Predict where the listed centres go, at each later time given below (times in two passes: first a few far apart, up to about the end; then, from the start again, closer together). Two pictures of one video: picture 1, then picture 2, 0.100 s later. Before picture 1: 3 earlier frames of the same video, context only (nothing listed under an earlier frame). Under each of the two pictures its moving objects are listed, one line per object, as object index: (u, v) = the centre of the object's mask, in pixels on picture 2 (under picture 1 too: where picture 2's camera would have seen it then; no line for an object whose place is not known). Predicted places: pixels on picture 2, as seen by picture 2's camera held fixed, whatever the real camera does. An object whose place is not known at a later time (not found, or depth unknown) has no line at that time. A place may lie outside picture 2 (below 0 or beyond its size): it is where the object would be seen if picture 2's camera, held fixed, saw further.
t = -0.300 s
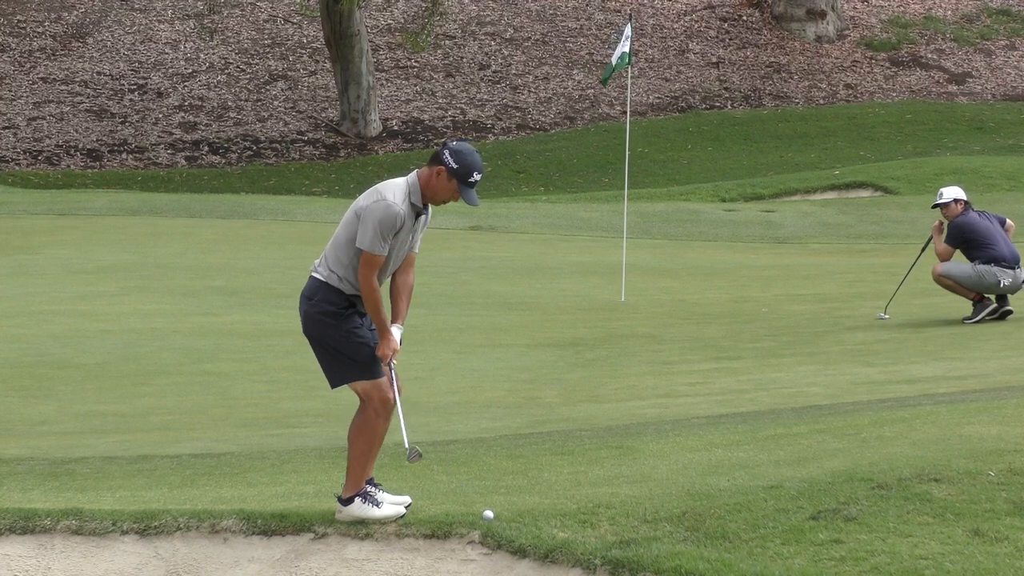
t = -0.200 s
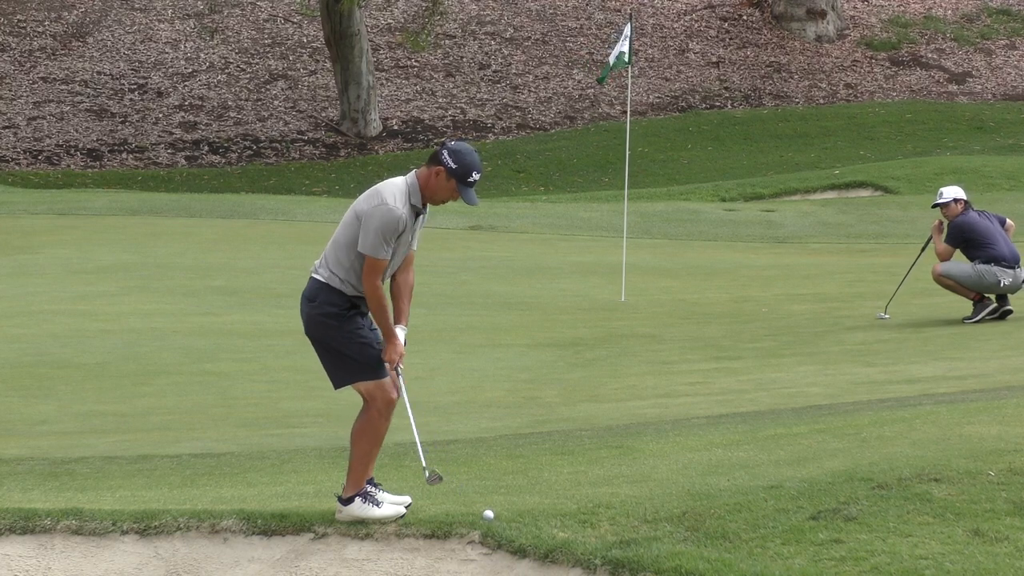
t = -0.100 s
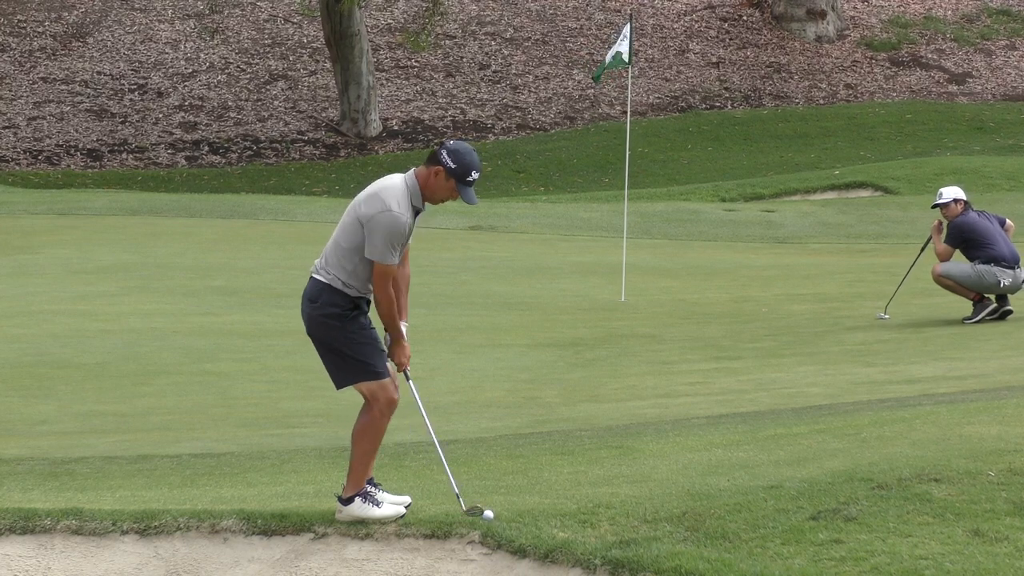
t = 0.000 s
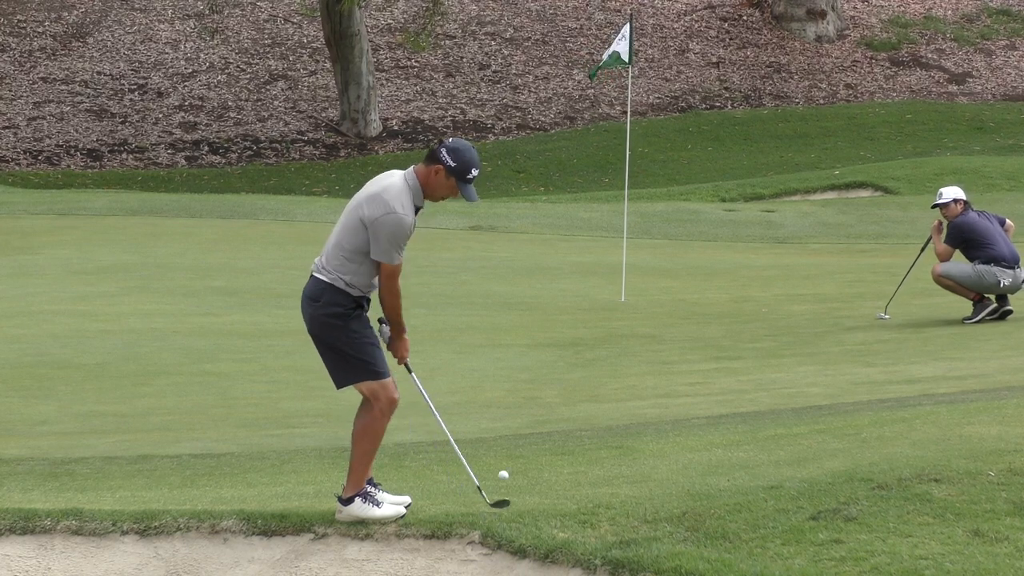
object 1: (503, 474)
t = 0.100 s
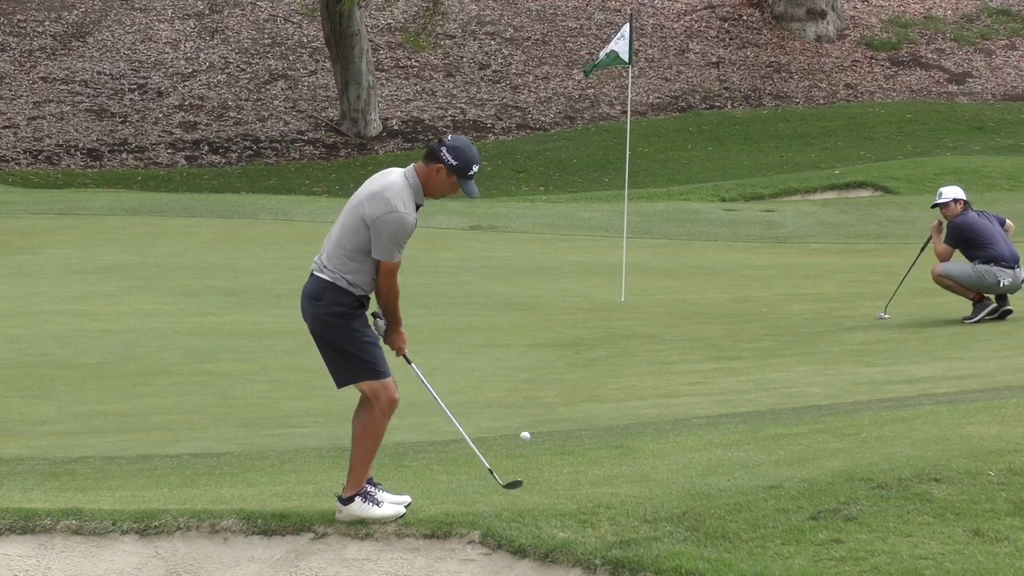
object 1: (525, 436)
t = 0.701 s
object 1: (611, 410)
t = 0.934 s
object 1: (624, 402)
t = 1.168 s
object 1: (631, 393)
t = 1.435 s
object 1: (637, 382)
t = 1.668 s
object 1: (641, 373)
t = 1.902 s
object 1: (644, 364)
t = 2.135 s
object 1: (646, 357)
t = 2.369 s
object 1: (647, 350)
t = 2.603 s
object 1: (648, 343)
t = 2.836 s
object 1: (649, 337)
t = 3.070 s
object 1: (649, 332)
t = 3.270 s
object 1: (649, 327)
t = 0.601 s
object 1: (603, 418)
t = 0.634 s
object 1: (606, 420)
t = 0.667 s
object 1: (609, 414)
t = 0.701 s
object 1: (611, 410)
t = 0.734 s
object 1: (614, 408)
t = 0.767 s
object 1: (616, 409)
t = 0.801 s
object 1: (618, 410)
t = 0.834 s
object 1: (620, 405)
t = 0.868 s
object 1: (622, 404)
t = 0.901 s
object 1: (623, 404)
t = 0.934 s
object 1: (624, 402)
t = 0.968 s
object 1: (626, 399)
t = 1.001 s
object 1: (627, 399)
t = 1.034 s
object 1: (627, 399)
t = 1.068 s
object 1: (628, 397)
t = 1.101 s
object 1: (630, 396)
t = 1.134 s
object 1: (630, 395)
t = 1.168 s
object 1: (631, 393)
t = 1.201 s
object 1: (632, 392)
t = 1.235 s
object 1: (633, 391)
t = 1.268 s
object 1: (634, 389)
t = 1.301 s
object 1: (634, 388)
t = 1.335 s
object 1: (635, 386)
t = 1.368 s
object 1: (636, 385)
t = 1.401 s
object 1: (637, 384)
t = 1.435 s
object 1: (637, 382)
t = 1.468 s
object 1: (638, 381)
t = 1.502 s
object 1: (638, 379)
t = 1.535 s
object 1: (639, 378)
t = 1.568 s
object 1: (640, 377)
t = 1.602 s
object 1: (640, 376)
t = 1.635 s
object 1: (641, 374)
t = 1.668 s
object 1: (641, 373)
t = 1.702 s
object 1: (641, 372)
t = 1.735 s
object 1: (642, 371)
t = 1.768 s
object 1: (642, 369)
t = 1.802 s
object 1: (643, 368)
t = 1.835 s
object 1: (643, 367)
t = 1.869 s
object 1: (644, 366)
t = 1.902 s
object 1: (644, 364)
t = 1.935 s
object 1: (644, 363)
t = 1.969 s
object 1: (645, 362)
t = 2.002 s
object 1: (645, 361)
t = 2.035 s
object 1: (645, 360)
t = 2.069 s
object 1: (646, 359)
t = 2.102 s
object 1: (646, 358)
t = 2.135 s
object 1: (646, 357)
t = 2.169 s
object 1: (646, 356)
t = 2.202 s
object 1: (647, 355)
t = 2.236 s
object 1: (647, 354)
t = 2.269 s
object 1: (647, 353)
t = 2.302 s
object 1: (647, 352)
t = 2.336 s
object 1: (647, 351)
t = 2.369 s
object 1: (647, 350)
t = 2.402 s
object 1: (647, 349)
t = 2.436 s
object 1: (647, 348)
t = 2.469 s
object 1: (648, 347)
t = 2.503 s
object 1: (648, 346)
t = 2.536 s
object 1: (648, 345)
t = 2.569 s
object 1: (648, 344)
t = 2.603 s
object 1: (648, 343)
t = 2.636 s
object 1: (648, 342)
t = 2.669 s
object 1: (648, 342)
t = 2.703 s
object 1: (648, 341)
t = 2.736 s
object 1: (648, 340)
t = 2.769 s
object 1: (648, 339)
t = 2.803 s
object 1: (648, 338)
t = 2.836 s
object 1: (649, 337)
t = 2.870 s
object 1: (649, 337)
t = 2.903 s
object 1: (649, 336)
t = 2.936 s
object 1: (649, 335)
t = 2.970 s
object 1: (649, 334)
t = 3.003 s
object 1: (649, 333)
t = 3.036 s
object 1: (649, 333)
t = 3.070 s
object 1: (649, 332)
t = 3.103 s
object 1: (649, 331)
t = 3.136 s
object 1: (649, 330)
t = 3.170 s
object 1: (649, 329)
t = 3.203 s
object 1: (649, 329)
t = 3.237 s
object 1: (649, 328)
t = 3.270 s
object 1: (649, 327)
